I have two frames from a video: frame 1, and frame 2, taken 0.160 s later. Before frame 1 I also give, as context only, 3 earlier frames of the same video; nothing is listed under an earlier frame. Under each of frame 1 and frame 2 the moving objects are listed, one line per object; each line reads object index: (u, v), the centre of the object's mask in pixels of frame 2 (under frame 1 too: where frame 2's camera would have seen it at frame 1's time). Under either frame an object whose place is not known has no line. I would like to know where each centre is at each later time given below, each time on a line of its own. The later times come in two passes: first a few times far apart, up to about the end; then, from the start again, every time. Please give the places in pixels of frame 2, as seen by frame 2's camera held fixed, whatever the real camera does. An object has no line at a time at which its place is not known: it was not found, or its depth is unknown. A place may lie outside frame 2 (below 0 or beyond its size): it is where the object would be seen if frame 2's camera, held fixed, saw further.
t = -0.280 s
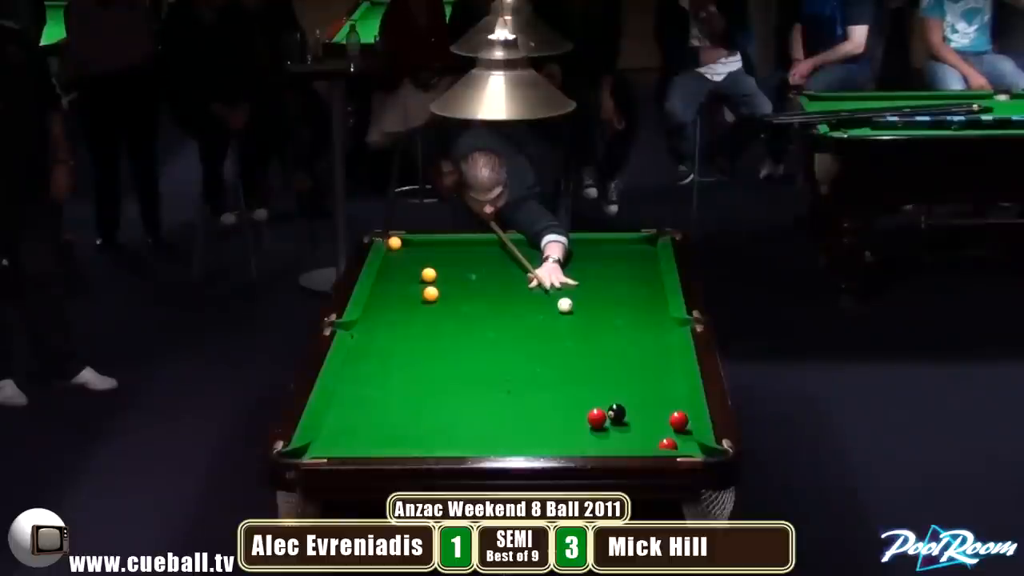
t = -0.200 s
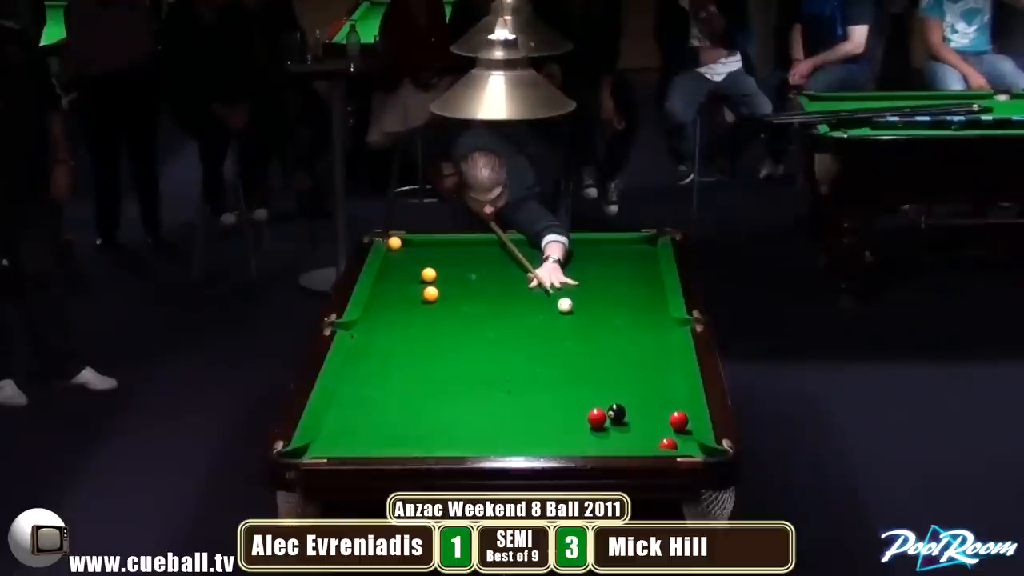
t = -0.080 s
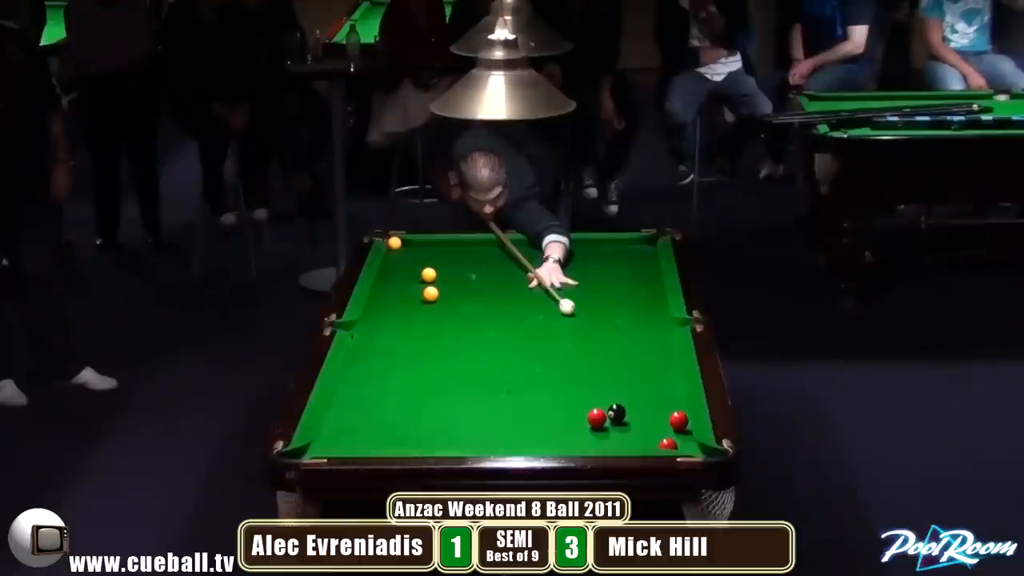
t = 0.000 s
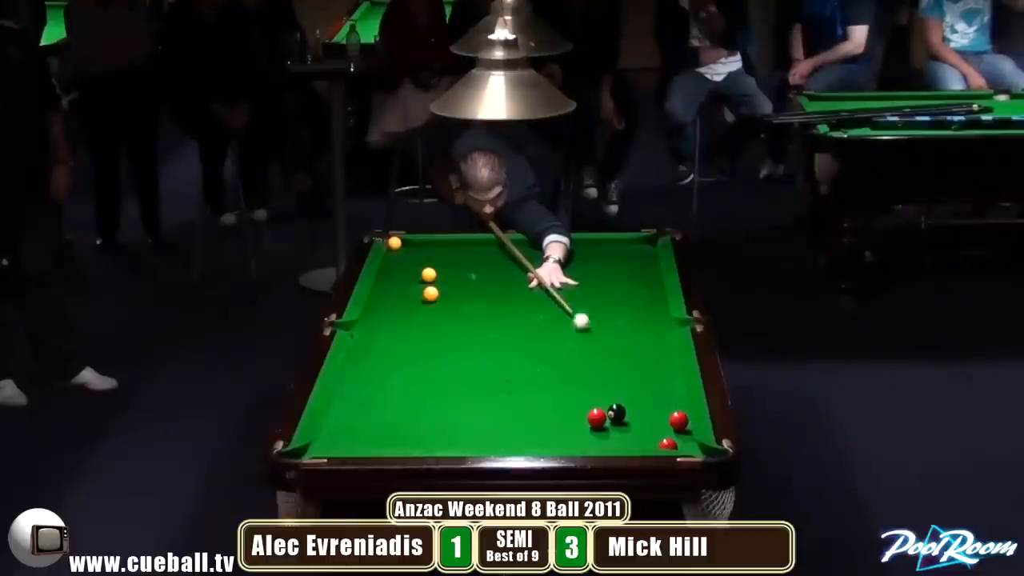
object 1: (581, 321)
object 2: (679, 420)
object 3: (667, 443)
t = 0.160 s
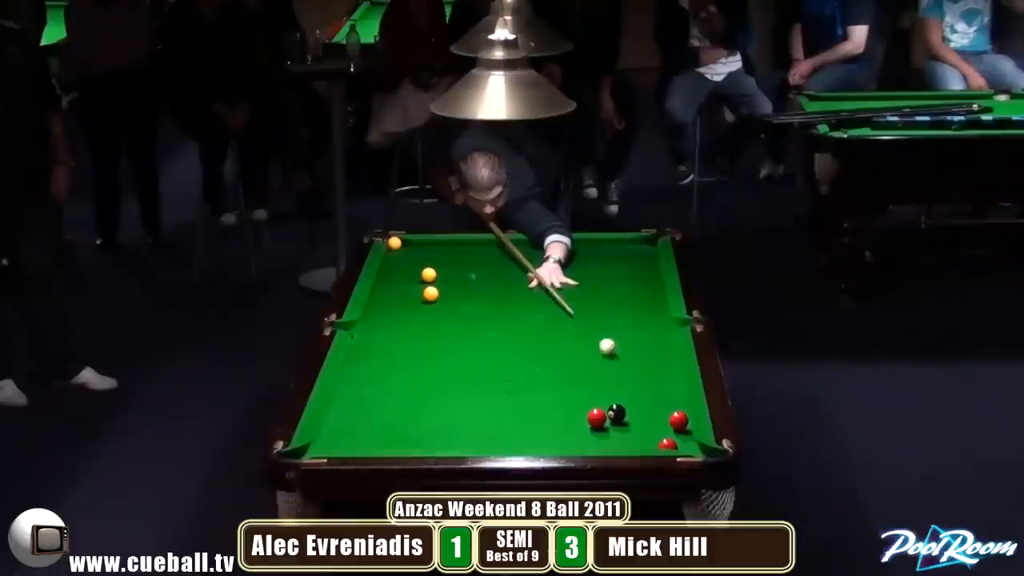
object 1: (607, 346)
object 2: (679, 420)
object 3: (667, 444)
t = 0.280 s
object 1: (625, 364)
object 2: (679, 420)
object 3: (667, 443)
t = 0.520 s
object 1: (664, 402)
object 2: (679, 420)
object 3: (667, 444)
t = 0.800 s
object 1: (672, 416)
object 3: (665, 444)
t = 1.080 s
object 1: (662, 420)
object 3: (658, 439)
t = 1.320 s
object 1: (654, 421)
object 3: (654, 436)
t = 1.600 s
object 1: (648, 419)
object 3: (649, 433)
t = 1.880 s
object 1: (643, 418)
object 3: (649, 433)
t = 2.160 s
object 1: (641, 417)
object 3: (649, 433)
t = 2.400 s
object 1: (641, 417)
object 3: (649, 433)
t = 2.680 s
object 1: (641, 418)
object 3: (649, 433)
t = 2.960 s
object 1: (641, 418)
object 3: (649, 433)
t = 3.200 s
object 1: (641, 418)
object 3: (649, 433)
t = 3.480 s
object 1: (641, 418)
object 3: (649, 433)
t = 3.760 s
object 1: (641, 418)
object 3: (649, 433)
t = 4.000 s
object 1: (641, 418)
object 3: (649, 433)
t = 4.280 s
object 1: (641, 418)
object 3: (649, 433)
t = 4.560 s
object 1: (640, 418)
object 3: (649, 433)
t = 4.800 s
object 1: (640, 418)
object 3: (649, 433)
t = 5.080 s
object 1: (640, 418)
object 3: (648, 433)
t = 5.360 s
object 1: (640, 418)
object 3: (648, 433)
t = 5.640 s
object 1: (640, 418)
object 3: (648, 433)
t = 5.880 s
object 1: (640, 418)
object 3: (649, 433)
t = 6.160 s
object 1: (640, 418)
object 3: (649, 433)
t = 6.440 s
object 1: (641, 418)
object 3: (649, 433)
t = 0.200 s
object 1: (613, 352)
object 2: (679, 420)
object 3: (667, 443)
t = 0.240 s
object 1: (619, 358)
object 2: (679, 420)
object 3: (667, 444)
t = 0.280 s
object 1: (625, 364)
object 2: (679, 420)
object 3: (667, 443)
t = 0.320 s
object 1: (631, 370)
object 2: (679, 420)
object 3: (667, 444)
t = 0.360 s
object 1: (637, 376)
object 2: (679, 420)
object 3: (667, 444)
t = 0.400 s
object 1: (644, 383)
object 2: (679, 420)
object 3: (667, 444)
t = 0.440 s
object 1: (650, 389)
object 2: (679, 420)
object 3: (667, 443)
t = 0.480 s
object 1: (657, 396)
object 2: (679, 420)
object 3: (667, 443)
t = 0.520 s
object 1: (664, 402)
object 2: (679, 420)
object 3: (667, 444)
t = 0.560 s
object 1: (669, 408)
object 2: (678, 420)
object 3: (667, 444)
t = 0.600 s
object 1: (676, 411)
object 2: (680, 423)
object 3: (667, 444)
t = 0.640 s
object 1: (679, 412)
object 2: (682, 428)
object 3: (667, 443)
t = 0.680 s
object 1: (677, 413)
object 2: (682, 433)
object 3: (667, 443)
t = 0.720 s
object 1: (675, 414)
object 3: (668, 444)
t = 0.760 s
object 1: (674, 415)
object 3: (667, 444)
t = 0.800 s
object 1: (672, 416)
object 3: (665, 444)
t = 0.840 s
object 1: (671, 417)
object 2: (688, 444)
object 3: (664, 443)
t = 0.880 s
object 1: (669, 417)
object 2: (693, 447)
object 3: (663, 443)
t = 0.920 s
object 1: (667, 418)
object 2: (696, 449)
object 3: (662, 442)
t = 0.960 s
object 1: (666, 419)
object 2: (698, 454)
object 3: (661, 441)
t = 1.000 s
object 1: (665, 419)
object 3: (660, 440)
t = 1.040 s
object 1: (663, 420)
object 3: (659, 440)
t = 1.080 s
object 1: (662, 420)
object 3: (658, 439)
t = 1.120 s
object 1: (660, 421)
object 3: (658, 438)
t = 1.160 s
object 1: (659, 421)
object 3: (657, 437)
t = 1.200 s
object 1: (658, 421)
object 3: (656, 437)
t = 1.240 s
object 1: (657, 421)
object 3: (655, 437)
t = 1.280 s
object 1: (656, 421)
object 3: (655, 436)
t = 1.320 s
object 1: (654, 421)
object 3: (654, 436)
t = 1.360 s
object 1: (654, 421)
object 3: (653, 435)
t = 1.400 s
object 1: (652, 420)
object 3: (653, 434)
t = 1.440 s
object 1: (651, 420)
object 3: (652, 434)
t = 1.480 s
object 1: (650, 420)
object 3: (651, 434)
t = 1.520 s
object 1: (649, 419)
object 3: (650, 433)
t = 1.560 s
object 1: (648, 419)
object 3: (650, 434)
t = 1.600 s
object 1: (648, 419)
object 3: (649, 433)
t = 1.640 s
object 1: (647, 418)
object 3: (649, 433)
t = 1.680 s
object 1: (646, 418)
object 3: (649, 434)
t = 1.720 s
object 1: (645, 418)
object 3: (649, 434)
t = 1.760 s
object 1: (645, 418)
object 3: (649, 434)
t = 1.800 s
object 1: (644, 418)
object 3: (649, 433)
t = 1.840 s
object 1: (644, 418)
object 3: (649, 433)
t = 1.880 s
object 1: (643, 418)
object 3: (649, 433)
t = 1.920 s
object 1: (643, 417)
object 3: (649, 433)
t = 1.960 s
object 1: (642, 417)
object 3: (649, 433)
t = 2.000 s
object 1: (642, 417)
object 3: (649, 433)
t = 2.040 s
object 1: (642, 417)
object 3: (649, 433)
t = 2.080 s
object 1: (641, 417)
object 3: (649, 433)
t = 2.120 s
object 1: (641, 417)
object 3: (649, 433)
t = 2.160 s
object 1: (641, 417)
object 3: (649, 433)
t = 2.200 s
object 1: (641, 418)
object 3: (649, 433)
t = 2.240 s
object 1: (641, 418)
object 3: (649, 433)
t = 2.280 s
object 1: (641, 418)
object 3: (649, 433)
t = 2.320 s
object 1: (641, 417)
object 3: (649, 433)
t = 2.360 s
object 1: (641, 417)
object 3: (649, 433)
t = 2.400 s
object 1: (641, 417)
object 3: (649, 433)
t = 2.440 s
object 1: (641, 418)
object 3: (649, 434)
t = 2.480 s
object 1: (641, 418)
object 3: (649, 434)
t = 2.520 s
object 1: (641, 418)
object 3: (649, 434)
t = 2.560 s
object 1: (641, 418)
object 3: (649, 433)
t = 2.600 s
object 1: (641, 418)
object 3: (649, 433)
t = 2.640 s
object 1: (641, 418)
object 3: (649, 433)
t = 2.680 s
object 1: (641, 418)
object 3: (649, 433)
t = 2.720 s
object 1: (641, 418)
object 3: (649, 433)
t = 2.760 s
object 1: (641, 418)
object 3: (649, 433)
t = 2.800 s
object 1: (641, 418)
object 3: (649, 433)
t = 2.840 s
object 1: (641, 418)
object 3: (649, 433)
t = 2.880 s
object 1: (641, 418)
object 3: (649, 433)
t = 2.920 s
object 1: (641, 418)
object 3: (649, 433)
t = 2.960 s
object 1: (641, 418)
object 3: (649, 433)
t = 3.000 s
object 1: (641, 418)
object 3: (649, 433)
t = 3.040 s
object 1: (641, 418)
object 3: (649, 433)
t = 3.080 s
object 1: (641, 418)
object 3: (649, 433)
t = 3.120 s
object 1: (641, 418)
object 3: (649, 433)
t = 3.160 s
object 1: (641, 418)
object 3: (649, 433)
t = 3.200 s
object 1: (641, 418)
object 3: (649, 433)
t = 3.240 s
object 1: (641, 418)
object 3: (649, 433)
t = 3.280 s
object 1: (641, 418)
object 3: (649, 433)
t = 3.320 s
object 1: (641, 418)
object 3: (649, 433)
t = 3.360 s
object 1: (641, 418)
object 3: (649, 433)
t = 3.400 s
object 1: (641, 418)
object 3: (649, 433)
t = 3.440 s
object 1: (641, 418)
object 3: (649, 433)
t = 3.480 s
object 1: (641, 418)
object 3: (649, 433)
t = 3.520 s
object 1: (641, 418)
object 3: (649, 433)
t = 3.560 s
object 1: (641, 418)
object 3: (649, 433)
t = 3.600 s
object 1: (641, 418)
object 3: (649, 433)
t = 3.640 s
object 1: (641, 418)
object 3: (649, 433)
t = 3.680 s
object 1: (641, 418)
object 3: (649, 433)
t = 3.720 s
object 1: (641, 418)
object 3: (649, 433)
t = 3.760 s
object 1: (641, 418)
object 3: (649, 433)
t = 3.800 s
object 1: (641, 418)
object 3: (649, 433)
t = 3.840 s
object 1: (641, 418)
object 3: (649, 433)
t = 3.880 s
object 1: (641, 418)
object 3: (649, 433)
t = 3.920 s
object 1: (641, 418)
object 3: (649, 433)
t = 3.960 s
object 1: (641, 418)
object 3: (649, 433)
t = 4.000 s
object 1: (641, 418)
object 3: (649, 433)
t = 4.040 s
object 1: (641, 418)
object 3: (649, 433)
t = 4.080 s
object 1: (641, 418)
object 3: (649, 433)
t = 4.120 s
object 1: (641, 418)
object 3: (649, 433)
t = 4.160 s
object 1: (641, 418)
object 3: (649, 433)
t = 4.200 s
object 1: (641, 418)
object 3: (649, 433)
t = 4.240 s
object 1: (641, 418)
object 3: (649, 433)
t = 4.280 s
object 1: (641, 418)
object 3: (649, 433)
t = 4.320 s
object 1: (641, 418)
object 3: (649, 433)
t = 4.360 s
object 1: (641, 418)
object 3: (649, 433)
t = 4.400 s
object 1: (641, 418)
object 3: (649, 433)
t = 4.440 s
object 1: (641, 418)
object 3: (649, 433)
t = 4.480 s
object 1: (641, 418)
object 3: (649, 433)
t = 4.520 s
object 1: (641, 418)
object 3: (649, 433)
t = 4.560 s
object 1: (640, 418)
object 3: (649, 433)
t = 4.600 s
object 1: (640, 418)
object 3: (649, 432)
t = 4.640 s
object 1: (640, 418)
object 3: (649, 433)
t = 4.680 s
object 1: (640, 418)
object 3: (649, 433)
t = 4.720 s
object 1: (640, 418)
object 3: (649, 433)
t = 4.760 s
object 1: (640, 418)
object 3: (649, 433)
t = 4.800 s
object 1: (640, 418)
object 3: (649, 433)
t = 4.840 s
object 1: (640, 418)
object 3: (649, 433)
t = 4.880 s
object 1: (640, 418)
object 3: (648, 433)
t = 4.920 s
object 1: (640, 418)
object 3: (648, 433)
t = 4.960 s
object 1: (640, 418)
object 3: (648, 433)
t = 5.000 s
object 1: (640, 418)
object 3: (649, 433)
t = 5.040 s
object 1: (640, 418)
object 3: (648, 433)
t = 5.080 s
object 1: (640, 418)
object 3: (648, 433)
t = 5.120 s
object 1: (640, 418)
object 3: (649, 433)
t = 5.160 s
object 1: (641, 418)
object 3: (648, 433)
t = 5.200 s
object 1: (640, 418)
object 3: (649, 433)
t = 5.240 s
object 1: (640, 418)
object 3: (648, 433)
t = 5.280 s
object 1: (640, 418)
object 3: (648, 432)
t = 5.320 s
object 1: (641, 418)
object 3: (649, 432)
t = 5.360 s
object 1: (640, 418)
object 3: (648, 433)
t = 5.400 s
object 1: (640, 418)
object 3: (649, 433)
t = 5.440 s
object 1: (640, 418)
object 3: (648, 433)
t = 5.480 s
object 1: (640, 418)
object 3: (649, 433)
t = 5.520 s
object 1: (640, 418)
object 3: (649, 433)
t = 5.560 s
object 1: (640, 418)
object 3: (649, 433)
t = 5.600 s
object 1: (640, 418)
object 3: (649, 433)
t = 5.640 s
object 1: (640, 418)
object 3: (648, 433)
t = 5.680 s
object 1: (640, 418)
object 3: (649, 433)
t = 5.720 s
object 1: (640, 418)
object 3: (648, 433)
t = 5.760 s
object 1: (640, 418)
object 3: (648, 433)
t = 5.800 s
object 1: (640, 418)
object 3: (649, 433)
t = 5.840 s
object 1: (640, 418)
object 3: (648, 433)
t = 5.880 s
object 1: (640, 418)
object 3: (649, 433)
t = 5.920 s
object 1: (640, 418)
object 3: (649, 433)
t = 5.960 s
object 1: (640, 418)
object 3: (649, 433)
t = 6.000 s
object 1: (641, 418)
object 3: (649, 433)
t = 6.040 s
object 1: (640, 418)
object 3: (648, 433)
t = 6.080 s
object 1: (640, 418)
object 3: (649, 433)
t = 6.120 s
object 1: (640, 418)
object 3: (648, 433)
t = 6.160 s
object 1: (640, 418)
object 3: (649, 433)
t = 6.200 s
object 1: (641, 418)
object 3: (648, 433)
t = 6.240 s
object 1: (640, 418)
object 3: (649, 433)
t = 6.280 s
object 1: (641, 418)
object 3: (649, 433)
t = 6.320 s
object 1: (640, 418)
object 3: (649, 433)
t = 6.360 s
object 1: (641, 418)
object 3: (649, 432)
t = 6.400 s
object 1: (641, 418)
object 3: (649, 433)
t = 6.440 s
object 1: (641, 418)
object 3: (649, 433)
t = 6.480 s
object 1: (641, 418)
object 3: (649, 433)
